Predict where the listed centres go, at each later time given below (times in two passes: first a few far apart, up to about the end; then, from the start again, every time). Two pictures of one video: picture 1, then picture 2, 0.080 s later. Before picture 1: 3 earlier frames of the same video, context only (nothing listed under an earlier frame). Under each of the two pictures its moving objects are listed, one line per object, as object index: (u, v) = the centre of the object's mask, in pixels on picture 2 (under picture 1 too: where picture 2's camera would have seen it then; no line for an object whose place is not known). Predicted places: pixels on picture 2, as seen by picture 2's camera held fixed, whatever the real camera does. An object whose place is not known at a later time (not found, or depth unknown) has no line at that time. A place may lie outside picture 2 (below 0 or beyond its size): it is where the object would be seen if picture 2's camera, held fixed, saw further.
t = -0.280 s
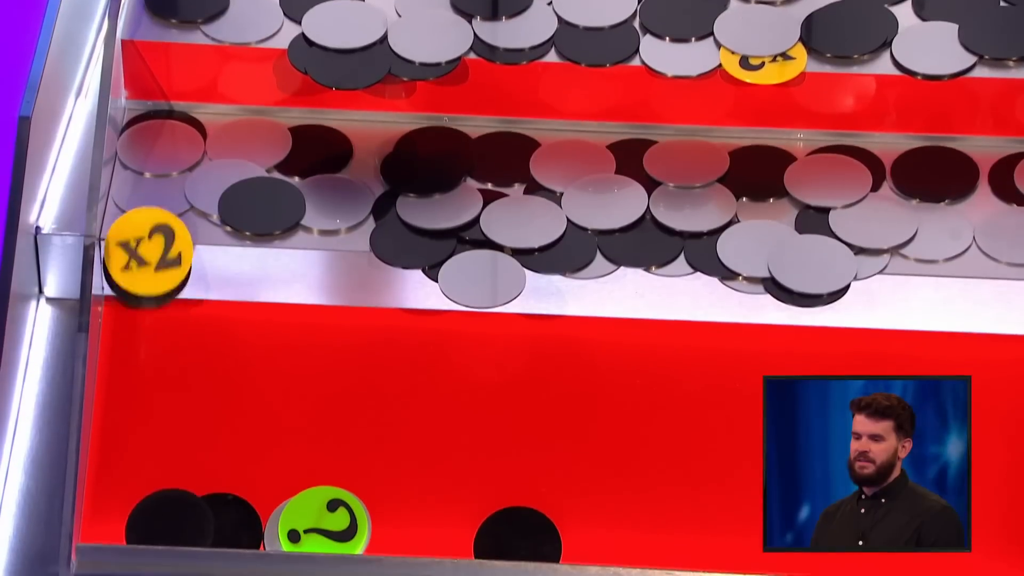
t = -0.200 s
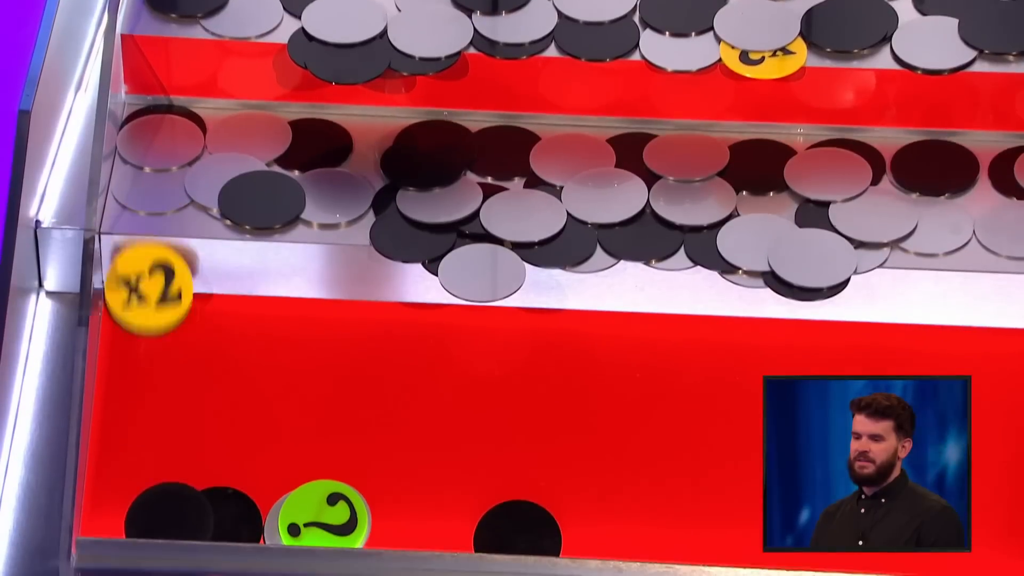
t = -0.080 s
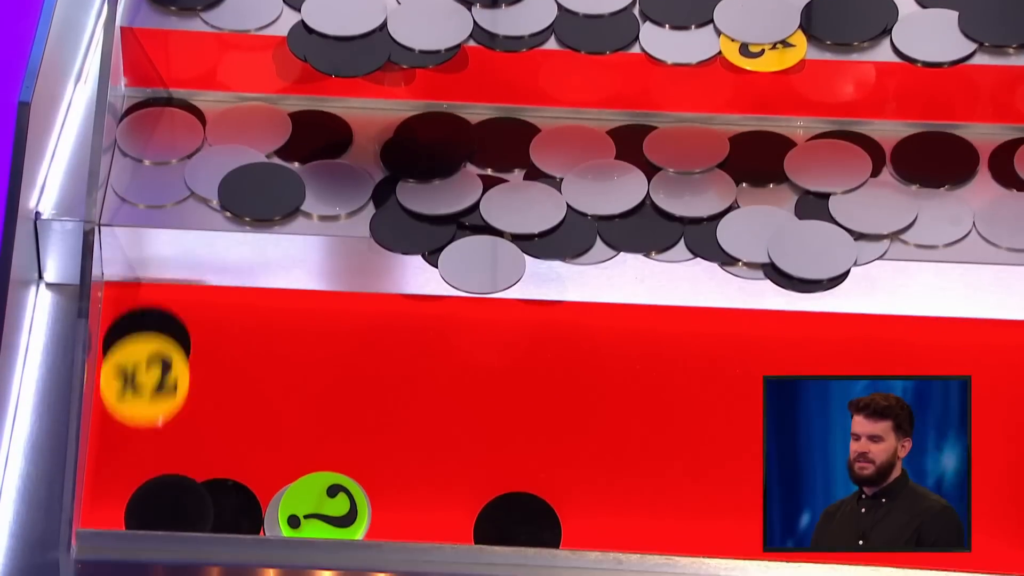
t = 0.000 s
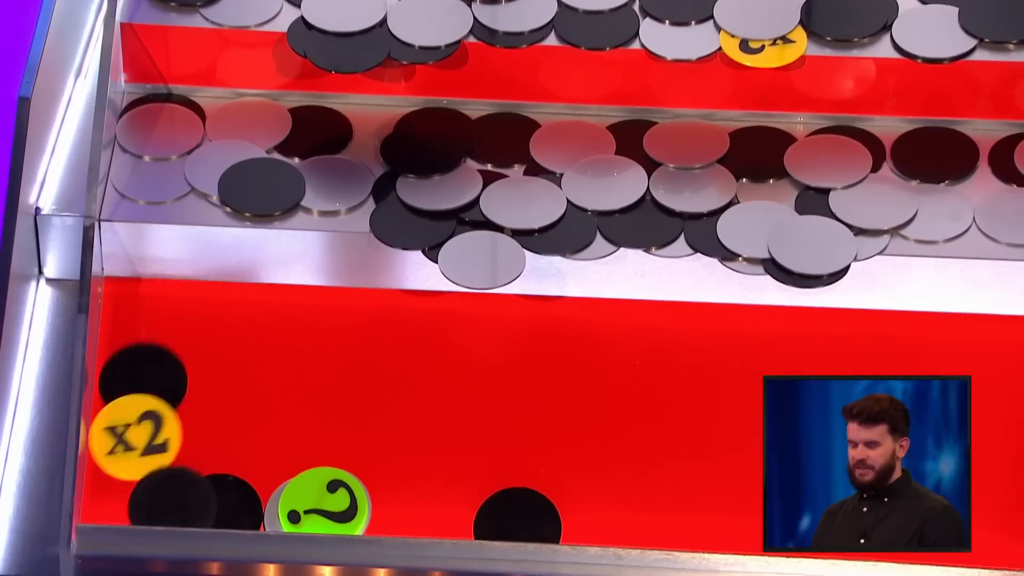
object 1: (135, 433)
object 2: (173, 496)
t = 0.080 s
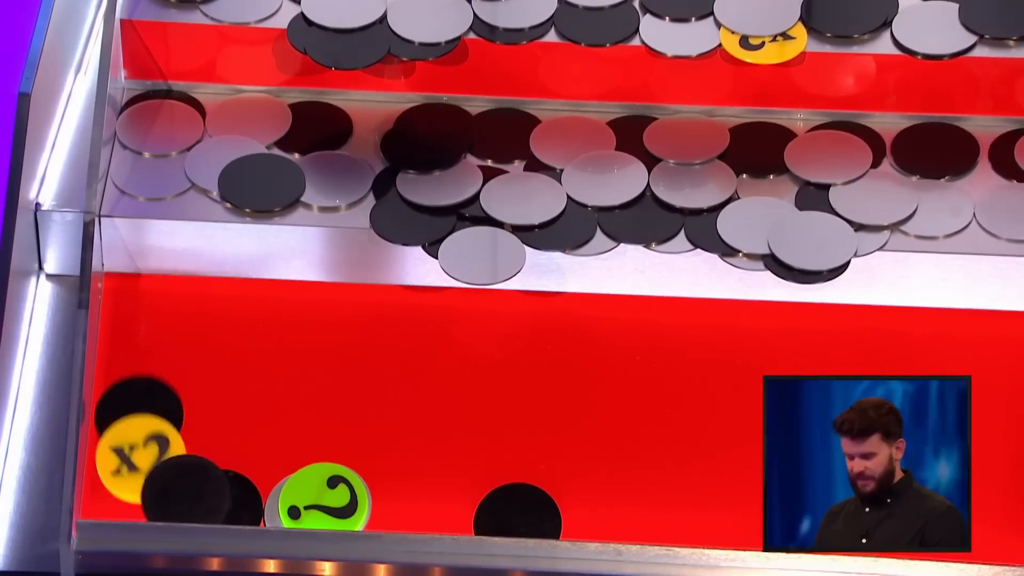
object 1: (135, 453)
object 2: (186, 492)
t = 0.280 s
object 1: (123, 494)
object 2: (205, 497)
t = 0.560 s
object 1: (123, 495)
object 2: (207, 499)
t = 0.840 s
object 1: (123, 495)
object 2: (206, 499)
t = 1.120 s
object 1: (124, 494)
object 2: (207, 497)
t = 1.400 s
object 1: (124, 494)
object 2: (207, 497)
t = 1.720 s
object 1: (123, 494)
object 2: (207, 497)
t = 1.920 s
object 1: (123, 494)
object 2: (207, 497)
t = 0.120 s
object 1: (132, 469)
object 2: (192, 493)
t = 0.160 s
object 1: (126, 482)
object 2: (197, 496)
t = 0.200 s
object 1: (123, 492)
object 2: (201, 497)
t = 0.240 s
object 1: (122, 493)
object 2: (203, 496)
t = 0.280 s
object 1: (123, 494)
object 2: (205, 497)
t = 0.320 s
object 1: (124, 494)
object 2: (207, 497)
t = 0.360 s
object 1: (124, 494)
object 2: (207, 497)
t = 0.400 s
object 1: (124, 494)
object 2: (207, 497)
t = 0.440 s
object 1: (124, 494)
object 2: (207, 498)
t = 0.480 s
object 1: (123, 494)
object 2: (207, 498)
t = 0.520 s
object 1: (123, 495)
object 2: (207, 498)
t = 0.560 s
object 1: (123, 495)
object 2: (207, 499)
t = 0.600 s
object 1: (123, 496)
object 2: (206, 499)
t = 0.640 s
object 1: (123, 497)
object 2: (206, 500)
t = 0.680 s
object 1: (123, 497)
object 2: (206, 501)
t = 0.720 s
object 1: (123, 495)
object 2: (206, 499)
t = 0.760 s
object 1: (122, 499)
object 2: (206, 502)
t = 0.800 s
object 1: (123, 494)
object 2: (207, 498)
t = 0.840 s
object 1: (123, 495)
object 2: (206, 499)
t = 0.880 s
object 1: (123, 494)
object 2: (207, 498)
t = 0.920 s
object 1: (123, 494)
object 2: (207, 498)
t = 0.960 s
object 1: (123, 494)
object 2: (207, 498)
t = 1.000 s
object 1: (124, 494)
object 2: (207, 497)
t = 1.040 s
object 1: (123, 494)
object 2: (207, 497)
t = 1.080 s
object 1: (123, 494)
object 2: (207, 497)
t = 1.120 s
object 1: (124, 494)
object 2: (207, 497)
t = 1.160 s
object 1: (123, 494)
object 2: (207, 497)
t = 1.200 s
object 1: (123, 494)
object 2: (207, 497)
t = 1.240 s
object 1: (124, 494)
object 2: (207, 497)
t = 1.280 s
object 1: (124, 494)
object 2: (207, 497)
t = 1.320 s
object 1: (123, 494)
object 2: (207, 497)
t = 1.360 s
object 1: (124, 494)
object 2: (207, 497)
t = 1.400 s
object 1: (124, 494)
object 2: (207, 497)
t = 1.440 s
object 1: (124, 494)
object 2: (207, 497)
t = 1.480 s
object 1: (123, 494)
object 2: (207, 497)
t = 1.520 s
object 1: (124, 494)
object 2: (207, 497)
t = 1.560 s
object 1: (123, 494)
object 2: (207, 497)
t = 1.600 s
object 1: (123, 494)
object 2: (207, 497)
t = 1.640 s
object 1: (123, 494)
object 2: (207, 497)
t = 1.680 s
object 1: (123, 494)
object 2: (207, 497)
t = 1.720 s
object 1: (123, 494)
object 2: (207, 497)
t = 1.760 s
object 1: (123, 494)
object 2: (207, 497)
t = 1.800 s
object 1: (124, 494)
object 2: (207, 497)
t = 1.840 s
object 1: (123, 494)
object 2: (207, 497)
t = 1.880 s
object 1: (123, 494)
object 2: (207, 497)
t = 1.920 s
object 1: (123, 494)
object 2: (207, 497)
